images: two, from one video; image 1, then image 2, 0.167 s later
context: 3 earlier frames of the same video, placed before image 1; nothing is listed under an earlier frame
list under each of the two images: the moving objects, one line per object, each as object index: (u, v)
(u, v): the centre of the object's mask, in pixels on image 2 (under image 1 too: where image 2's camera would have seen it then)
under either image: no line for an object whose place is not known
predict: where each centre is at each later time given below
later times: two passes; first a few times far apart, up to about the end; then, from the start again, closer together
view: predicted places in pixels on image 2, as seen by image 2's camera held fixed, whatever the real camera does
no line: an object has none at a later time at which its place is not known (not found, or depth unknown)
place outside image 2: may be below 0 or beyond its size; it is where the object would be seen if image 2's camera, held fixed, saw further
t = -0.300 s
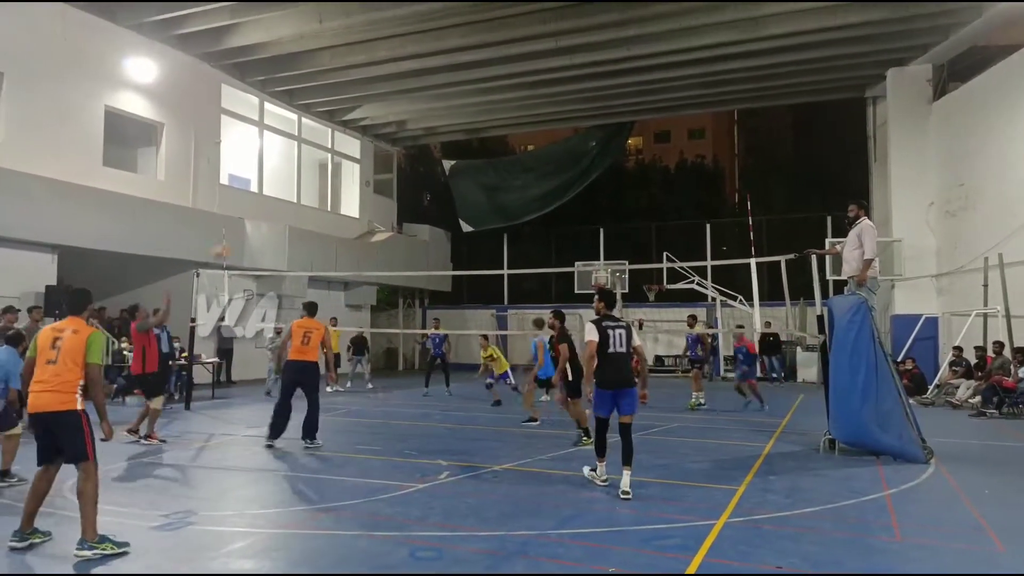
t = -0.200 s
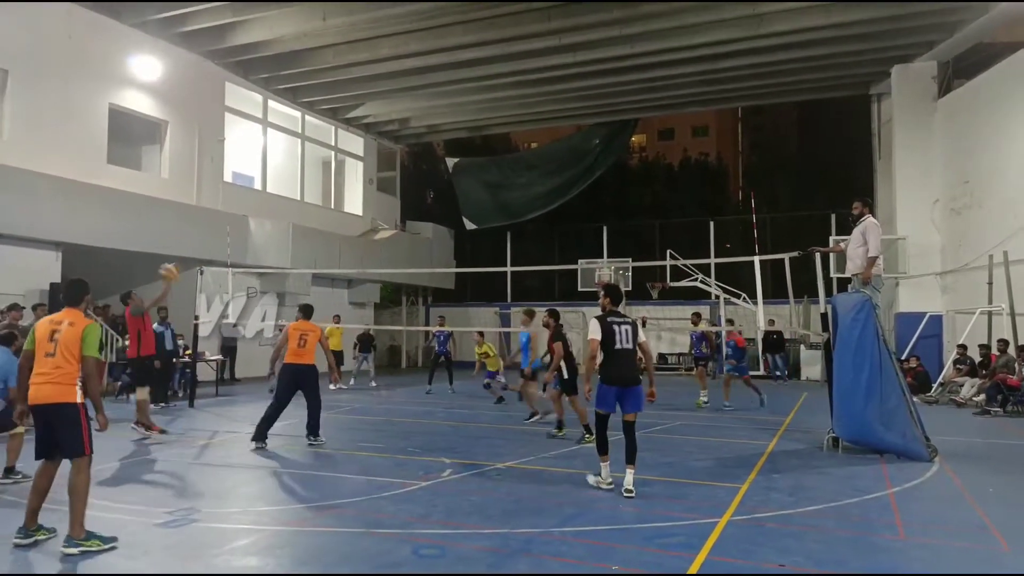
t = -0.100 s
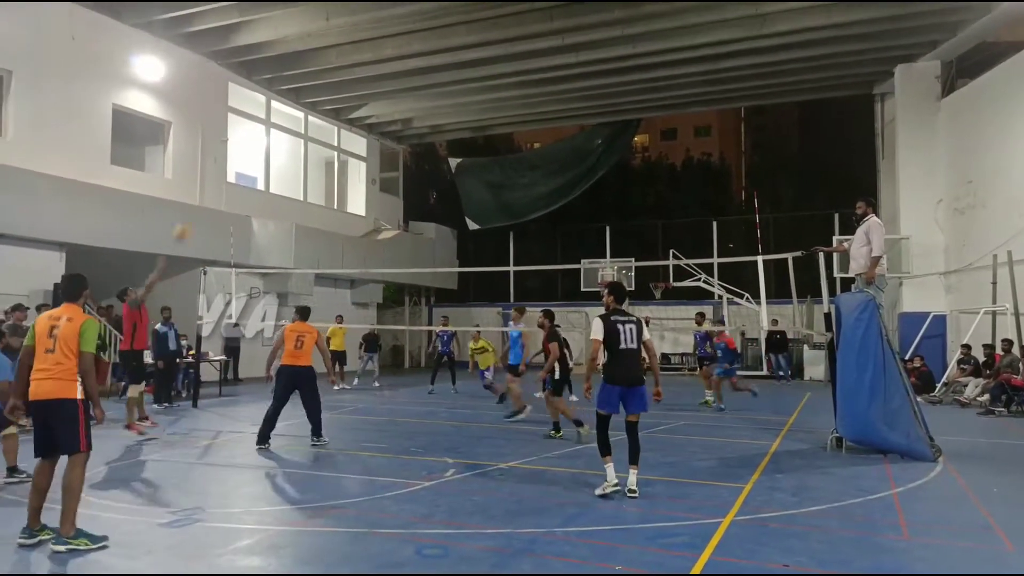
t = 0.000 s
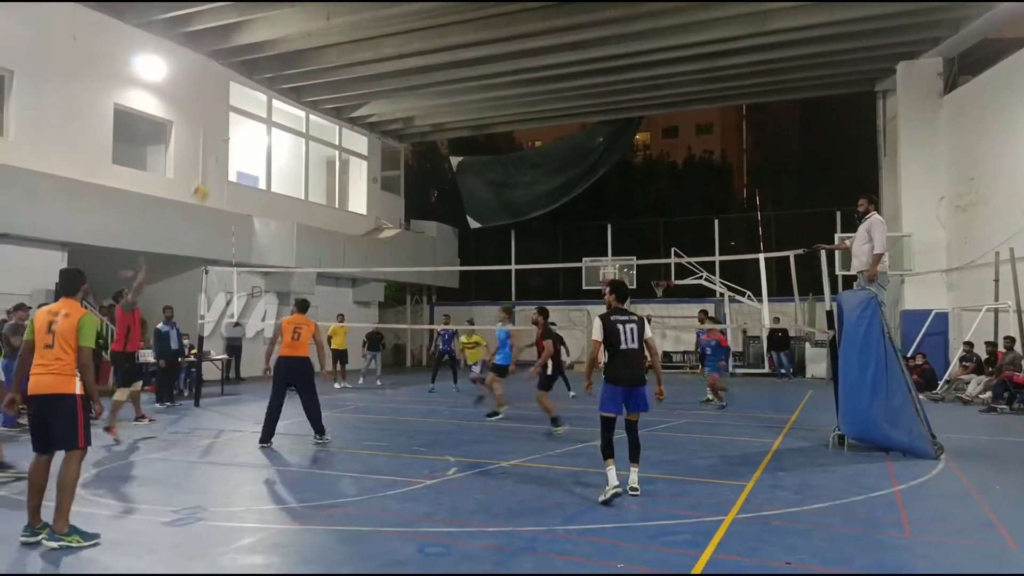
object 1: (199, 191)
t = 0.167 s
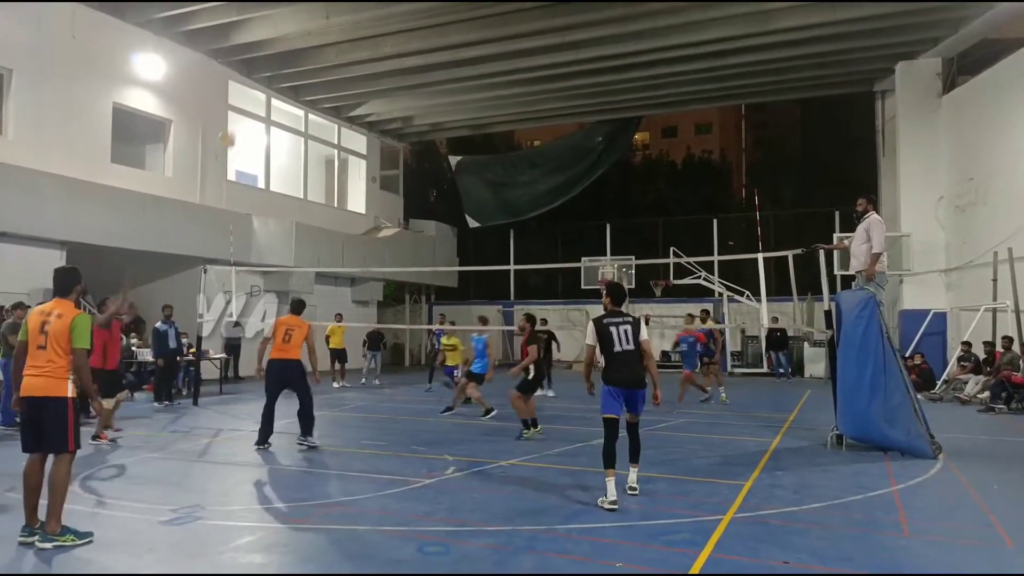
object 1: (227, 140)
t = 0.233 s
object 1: (238, 125)
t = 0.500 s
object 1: (281, 102)
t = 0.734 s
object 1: (319, 126)
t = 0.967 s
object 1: (357, 199)
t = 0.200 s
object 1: (231, 131)
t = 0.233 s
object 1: (238, 125)
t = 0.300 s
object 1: (249, 114)
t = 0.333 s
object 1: (254, 110)
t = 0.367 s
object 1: (259, 107)
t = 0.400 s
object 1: (265, 104)
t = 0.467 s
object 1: (275, 102)
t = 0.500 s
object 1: (281, 102)
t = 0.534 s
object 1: (287, 102)
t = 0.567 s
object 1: (290, 104)
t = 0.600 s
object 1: (296, 107)
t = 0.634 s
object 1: (302, 113)
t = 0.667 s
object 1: (309, 116)
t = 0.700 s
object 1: (314, 121)
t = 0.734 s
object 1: (319, 126)
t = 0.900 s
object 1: (347, 174)
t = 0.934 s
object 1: (352, 185)
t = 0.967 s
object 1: (357, 199)
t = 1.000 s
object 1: (364, 214)
